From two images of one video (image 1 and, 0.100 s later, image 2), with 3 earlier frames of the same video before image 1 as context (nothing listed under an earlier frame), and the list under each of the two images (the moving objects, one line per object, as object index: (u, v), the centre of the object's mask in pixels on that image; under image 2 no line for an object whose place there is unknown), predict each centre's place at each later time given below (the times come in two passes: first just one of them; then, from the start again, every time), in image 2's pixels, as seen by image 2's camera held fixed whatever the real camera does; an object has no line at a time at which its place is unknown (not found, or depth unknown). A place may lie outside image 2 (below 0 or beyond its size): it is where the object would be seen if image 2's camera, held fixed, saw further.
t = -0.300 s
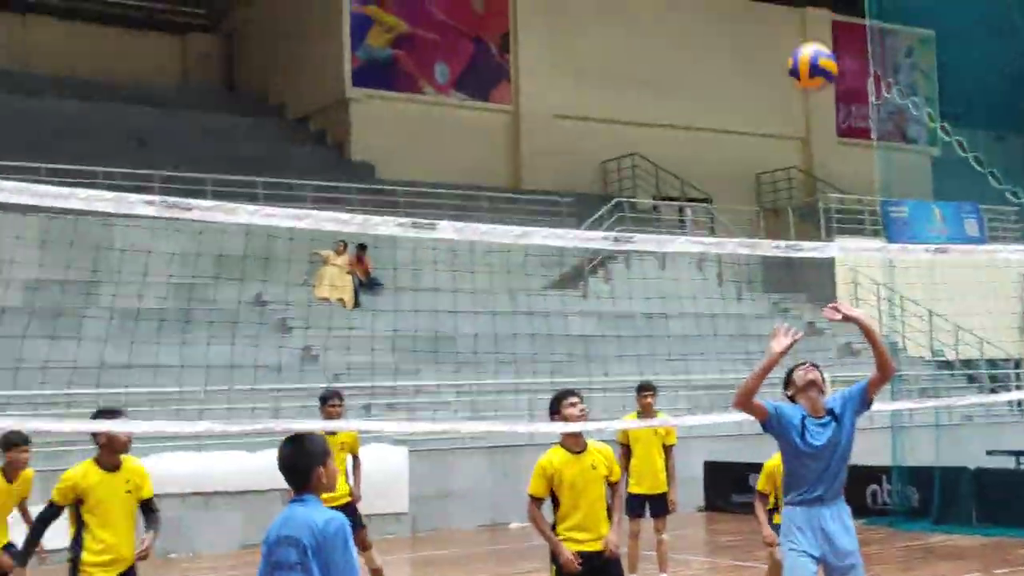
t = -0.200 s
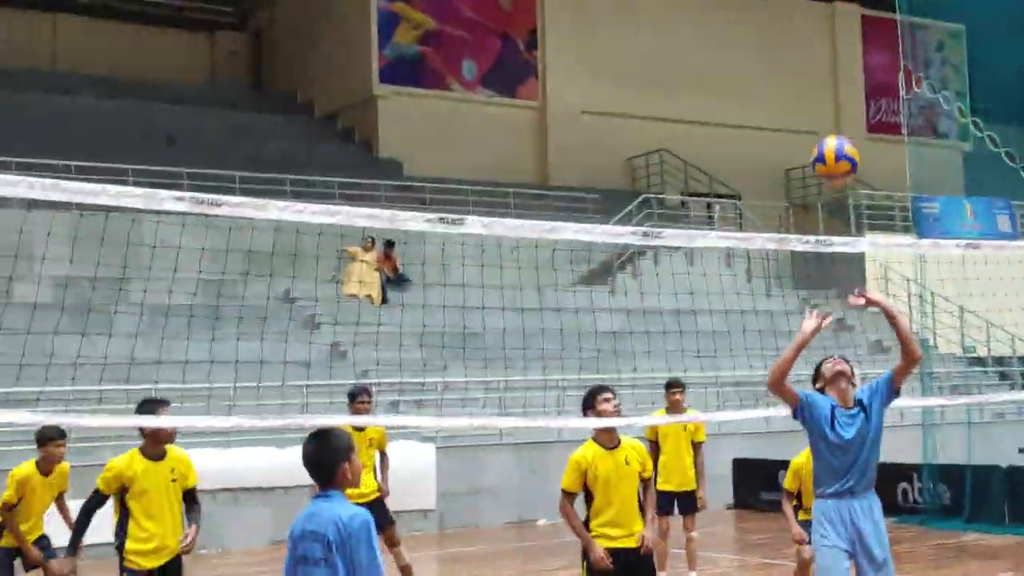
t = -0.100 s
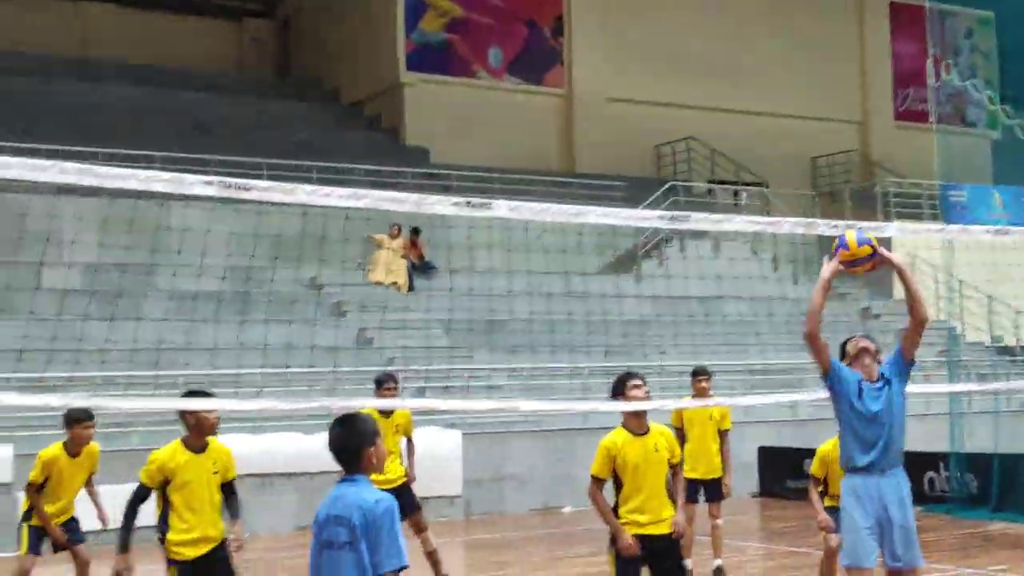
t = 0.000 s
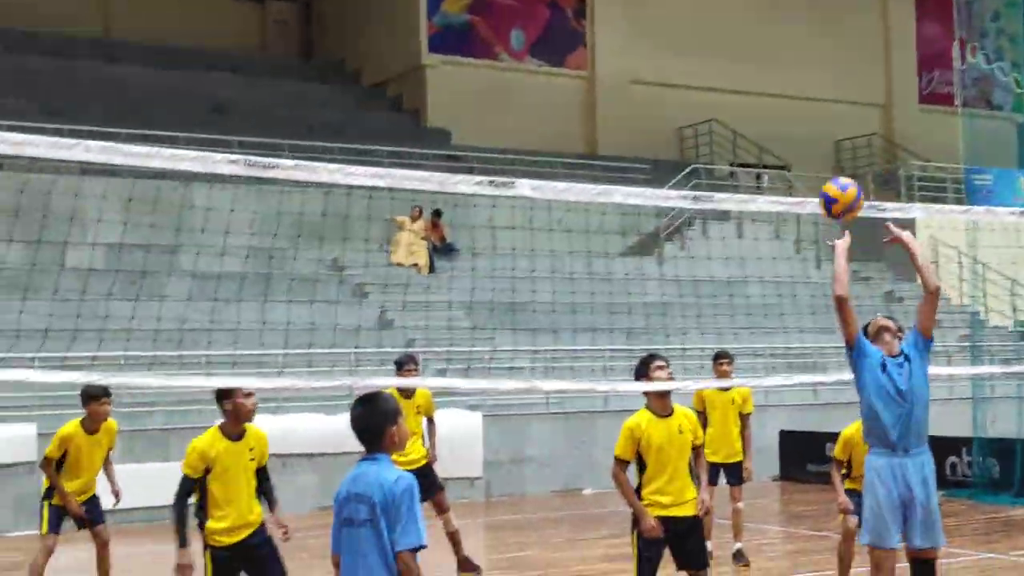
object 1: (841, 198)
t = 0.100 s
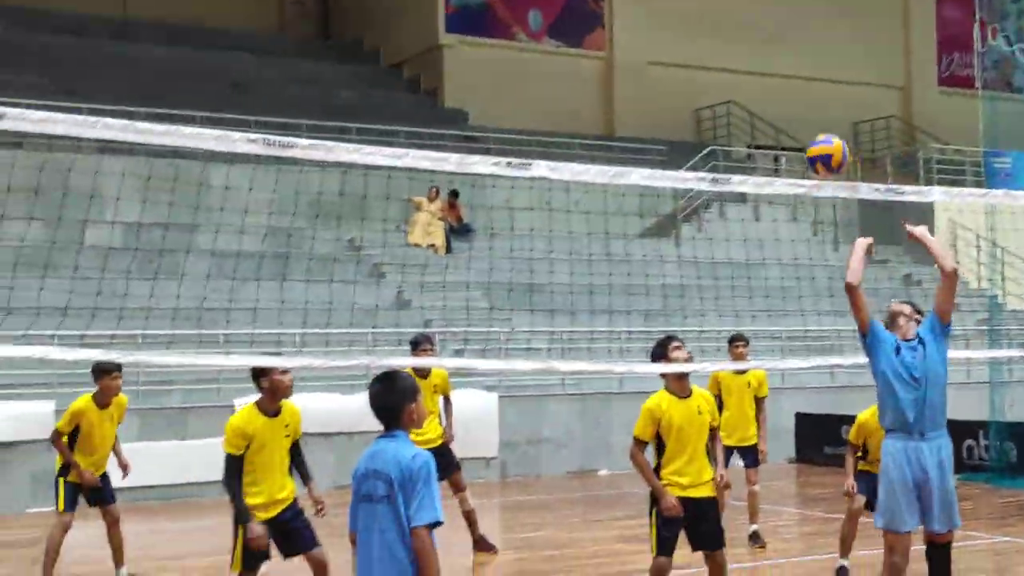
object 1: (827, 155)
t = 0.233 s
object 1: (791, 149)
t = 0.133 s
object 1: (817, 149)
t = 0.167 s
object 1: (808, 147)
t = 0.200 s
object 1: (800, 147)
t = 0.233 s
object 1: (791, 149)
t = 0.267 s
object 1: (782, 153)
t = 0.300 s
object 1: (774, 158)
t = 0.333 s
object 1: (765, 164)
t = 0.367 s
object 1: (760, 168)
